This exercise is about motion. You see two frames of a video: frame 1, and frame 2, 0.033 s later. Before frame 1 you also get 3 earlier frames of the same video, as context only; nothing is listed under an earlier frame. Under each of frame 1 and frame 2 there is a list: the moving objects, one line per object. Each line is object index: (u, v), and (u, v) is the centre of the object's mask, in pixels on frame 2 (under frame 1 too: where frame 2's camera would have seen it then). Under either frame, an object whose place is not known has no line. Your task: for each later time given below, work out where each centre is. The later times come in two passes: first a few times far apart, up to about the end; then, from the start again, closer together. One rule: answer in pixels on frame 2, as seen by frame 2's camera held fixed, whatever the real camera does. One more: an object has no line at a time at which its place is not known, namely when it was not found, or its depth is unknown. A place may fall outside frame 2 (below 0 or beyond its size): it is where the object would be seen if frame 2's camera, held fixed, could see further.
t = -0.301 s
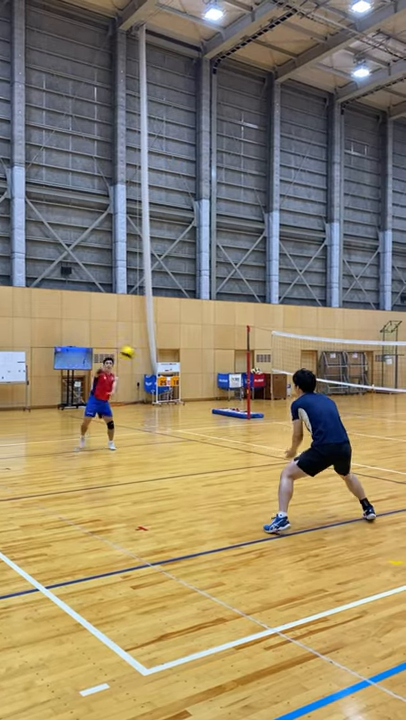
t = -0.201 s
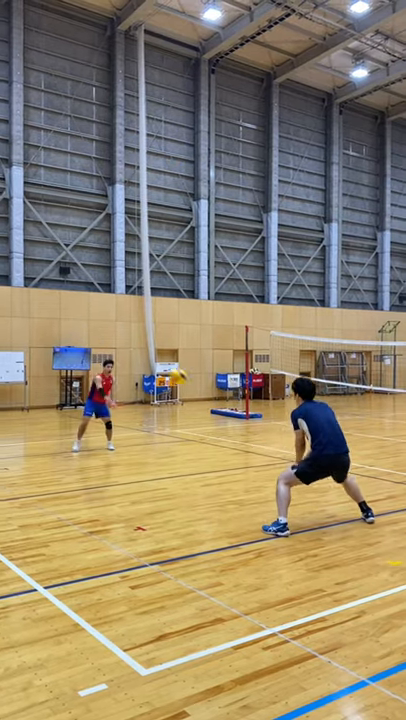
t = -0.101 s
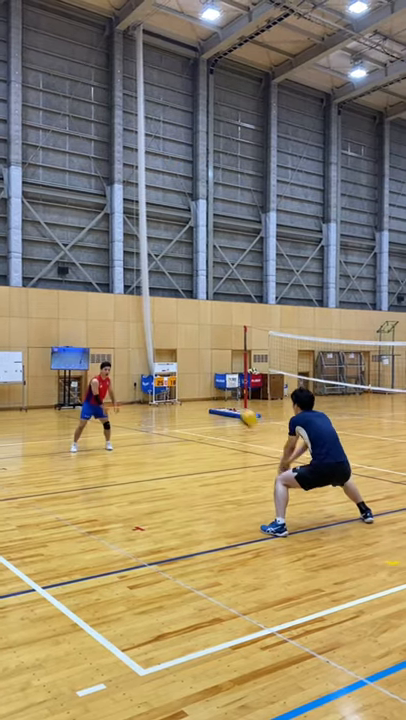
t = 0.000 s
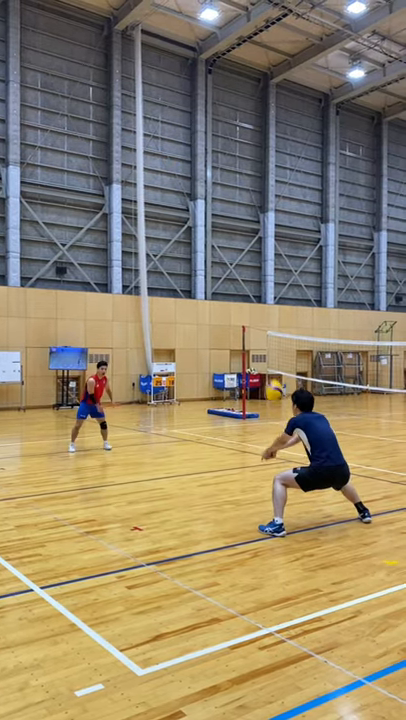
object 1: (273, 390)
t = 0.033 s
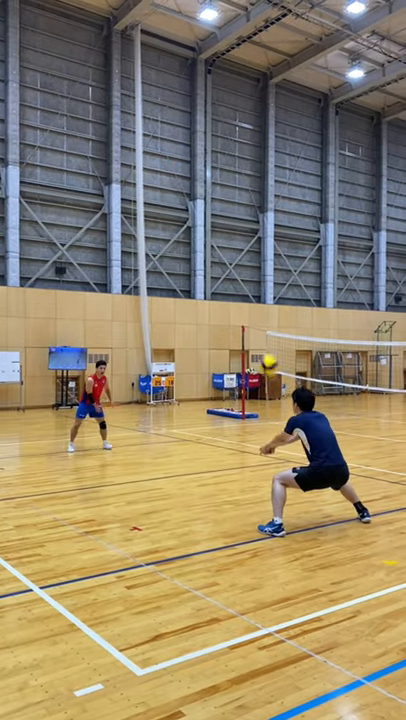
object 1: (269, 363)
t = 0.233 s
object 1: (246, 242)
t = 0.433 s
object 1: (229, 164)
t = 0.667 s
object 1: (213, 121)
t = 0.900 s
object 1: (200, 120)
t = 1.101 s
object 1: (190, 149)
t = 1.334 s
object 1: (180, 210)
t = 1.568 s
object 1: (171, 293)
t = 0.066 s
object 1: (264, 341)
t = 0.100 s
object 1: (260, 318)
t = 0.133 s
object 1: (256, 296)
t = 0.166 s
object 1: (252, 277)
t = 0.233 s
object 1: (246, 242)
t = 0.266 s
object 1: (242, 226)
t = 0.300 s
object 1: (240, 211)
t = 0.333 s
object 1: (237, 198)
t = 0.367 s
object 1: (234, 185)
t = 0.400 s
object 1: (232, 174)
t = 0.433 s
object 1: (229, 164)
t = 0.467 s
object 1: (226, 154)
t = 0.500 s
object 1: (224, 146)
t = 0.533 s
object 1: (222, 139)
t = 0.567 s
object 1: (219, 133)
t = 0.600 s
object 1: (218, 128)
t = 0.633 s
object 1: (215, 124)
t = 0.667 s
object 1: (213, 121)
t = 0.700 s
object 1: (212, 119)
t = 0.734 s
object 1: (210, 117)
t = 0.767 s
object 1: (208, 116)
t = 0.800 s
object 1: (206, 116)
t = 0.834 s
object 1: (204, 117)
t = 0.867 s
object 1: (202, 118)
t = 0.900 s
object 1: (200, 120)
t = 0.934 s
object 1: (199, 123)
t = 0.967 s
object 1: (197, 127)
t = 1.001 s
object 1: (196, 132)
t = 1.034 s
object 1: (193, 137)
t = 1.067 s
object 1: (192, 143)
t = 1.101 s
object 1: (190, 149)
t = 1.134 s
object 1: (189, 156)
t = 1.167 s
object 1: (187, 164)
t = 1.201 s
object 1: (186, 172)
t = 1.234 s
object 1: (184, 180)
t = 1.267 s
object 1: (183, 189)
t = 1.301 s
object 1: (182, 200)
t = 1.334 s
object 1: (180, 210)
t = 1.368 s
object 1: (179, 220)
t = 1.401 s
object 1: (177, 232)
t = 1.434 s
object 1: (176, 244)
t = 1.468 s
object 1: (175, 255)
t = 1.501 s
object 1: (173, 268)
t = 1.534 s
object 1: (172, 281)
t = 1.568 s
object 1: (171, 293)
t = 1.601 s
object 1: (170, 308)
